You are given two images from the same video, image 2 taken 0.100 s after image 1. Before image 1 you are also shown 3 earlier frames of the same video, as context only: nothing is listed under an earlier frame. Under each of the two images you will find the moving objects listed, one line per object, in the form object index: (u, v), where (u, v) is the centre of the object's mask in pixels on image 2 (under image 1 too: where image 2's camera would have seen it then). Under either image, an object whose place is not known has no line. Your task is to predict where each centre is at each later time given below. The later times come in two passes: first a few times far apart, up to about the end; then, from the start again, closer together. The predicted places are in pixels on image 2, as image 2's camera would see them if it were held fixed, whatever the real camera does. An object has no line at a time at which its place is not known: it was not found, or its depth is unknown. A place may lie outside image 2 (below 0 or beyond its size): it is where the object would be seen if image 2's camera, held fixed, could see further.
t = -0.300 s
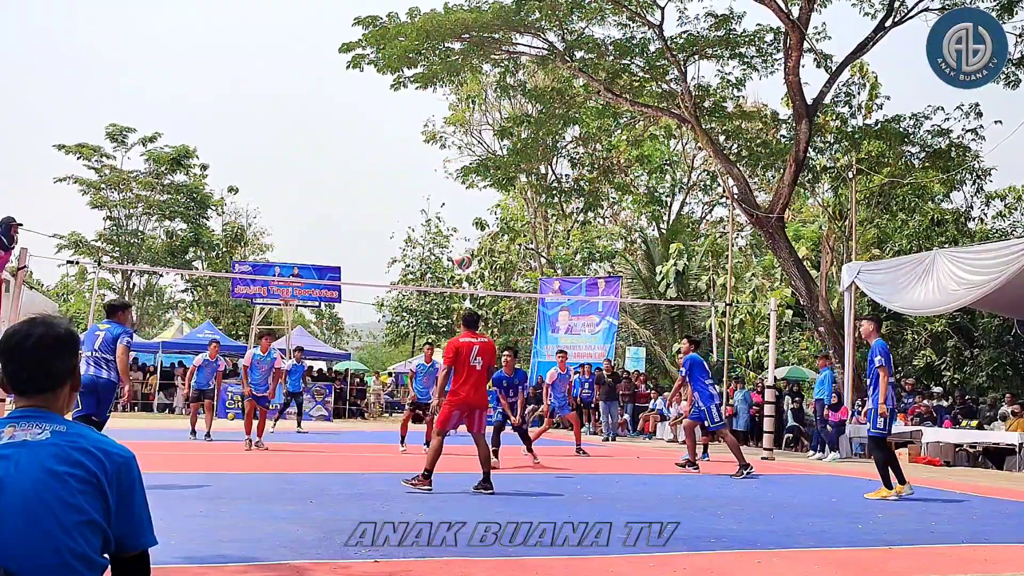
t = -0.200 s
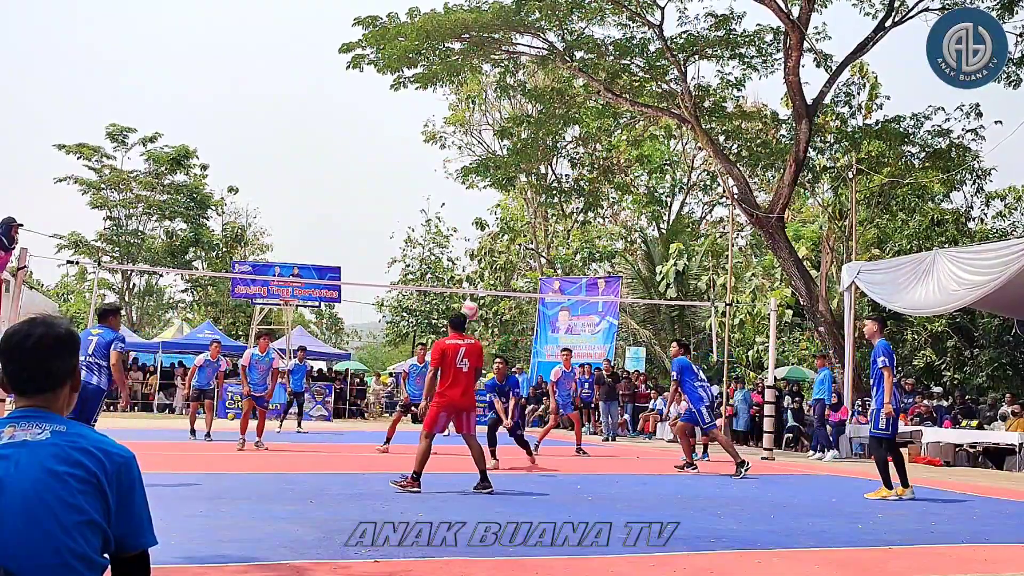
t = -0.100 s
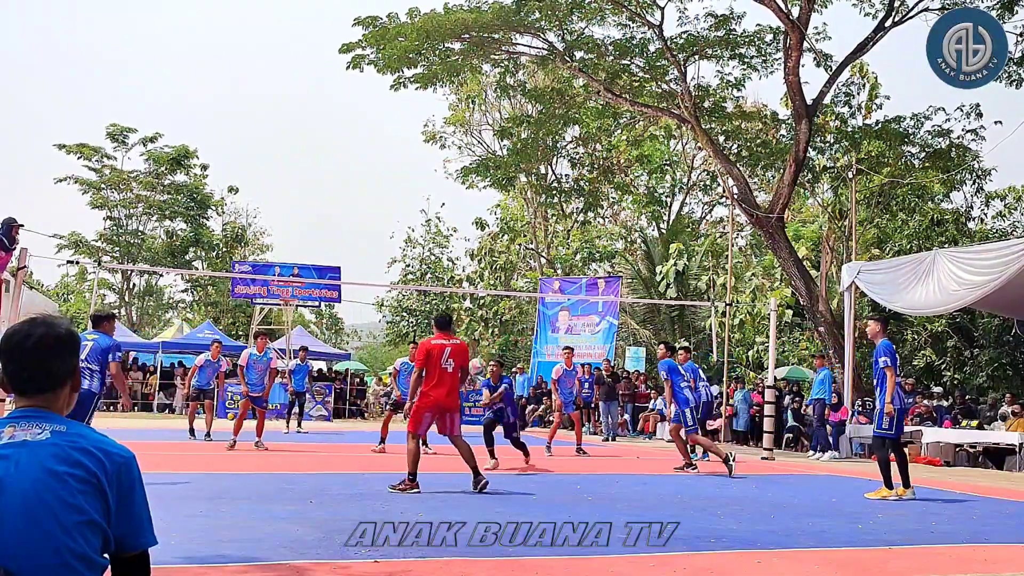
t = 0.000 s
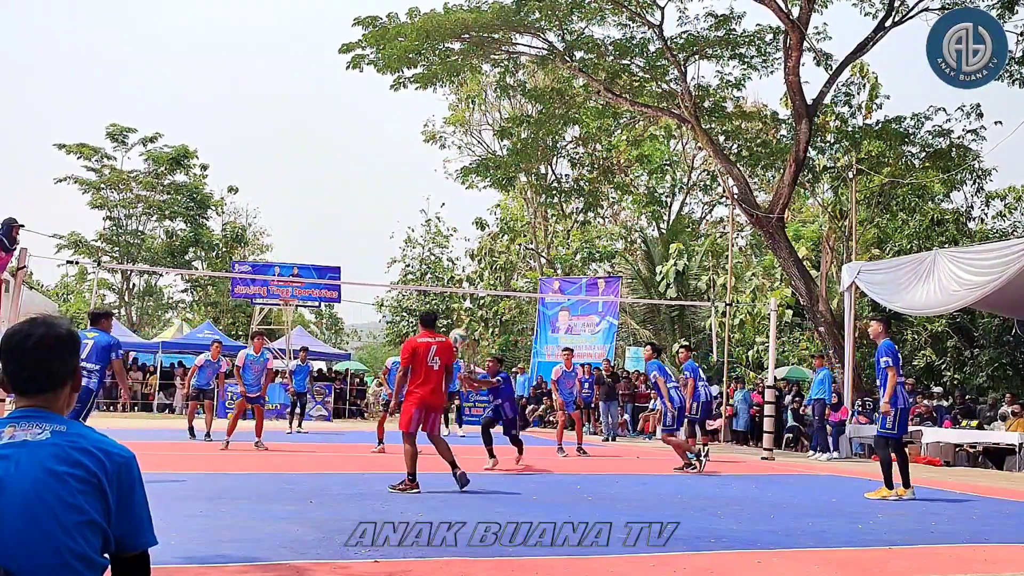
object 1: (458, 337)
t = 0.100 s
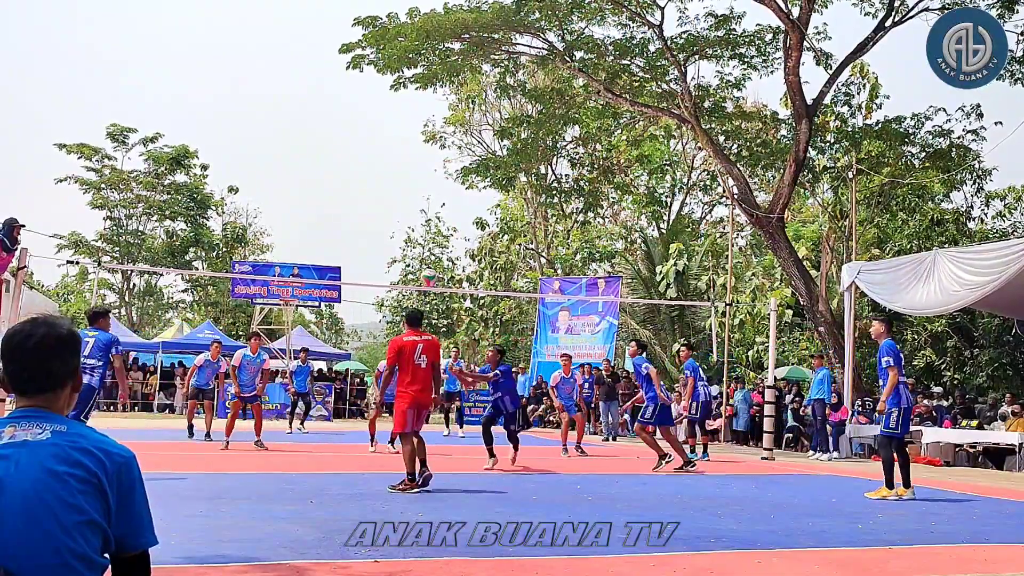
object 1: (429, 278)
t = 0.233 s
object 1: (391, 213)
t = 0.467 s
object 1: (326, 136)
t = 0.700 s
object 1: (259, 103)
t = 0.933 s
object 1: (190, 116)
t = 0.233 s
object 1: (391, 213)
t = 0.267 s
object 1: (382, 199)
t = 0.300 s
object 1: (372, 186)
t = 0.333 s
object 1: (363, 174)
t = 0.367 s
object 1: (354, 163)
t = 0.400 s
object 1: (344, 153)
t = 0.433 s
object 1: (335, 144)
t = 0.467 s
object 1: (326, 136)
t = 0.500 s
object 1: (316, 128)
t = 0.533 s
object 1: (306, 122)
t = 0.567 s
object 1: (297, 116)
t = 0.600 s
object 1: (288, 112)
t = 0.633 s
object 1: (278, 108)
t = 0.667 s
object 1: (268, 105)
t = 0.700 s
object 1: (259, 103)
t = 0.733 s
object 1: (249, 102)
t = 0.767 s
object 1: (239, 103)
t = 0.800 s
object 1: (230, 104)
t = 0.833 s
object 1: (220, 105)
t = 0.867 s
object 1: (210, 108)
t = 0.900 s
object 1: (200, 111)
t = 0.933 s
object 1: (190, 116)
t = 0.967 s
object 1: (180, 121)
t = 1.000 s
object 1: (171, 127)
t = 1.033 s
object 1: (160, 134)
